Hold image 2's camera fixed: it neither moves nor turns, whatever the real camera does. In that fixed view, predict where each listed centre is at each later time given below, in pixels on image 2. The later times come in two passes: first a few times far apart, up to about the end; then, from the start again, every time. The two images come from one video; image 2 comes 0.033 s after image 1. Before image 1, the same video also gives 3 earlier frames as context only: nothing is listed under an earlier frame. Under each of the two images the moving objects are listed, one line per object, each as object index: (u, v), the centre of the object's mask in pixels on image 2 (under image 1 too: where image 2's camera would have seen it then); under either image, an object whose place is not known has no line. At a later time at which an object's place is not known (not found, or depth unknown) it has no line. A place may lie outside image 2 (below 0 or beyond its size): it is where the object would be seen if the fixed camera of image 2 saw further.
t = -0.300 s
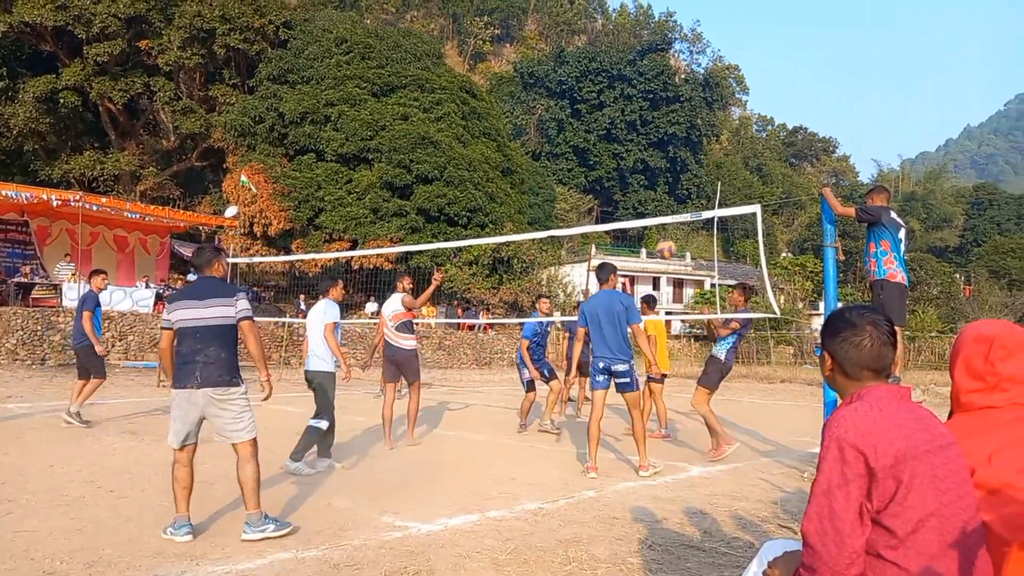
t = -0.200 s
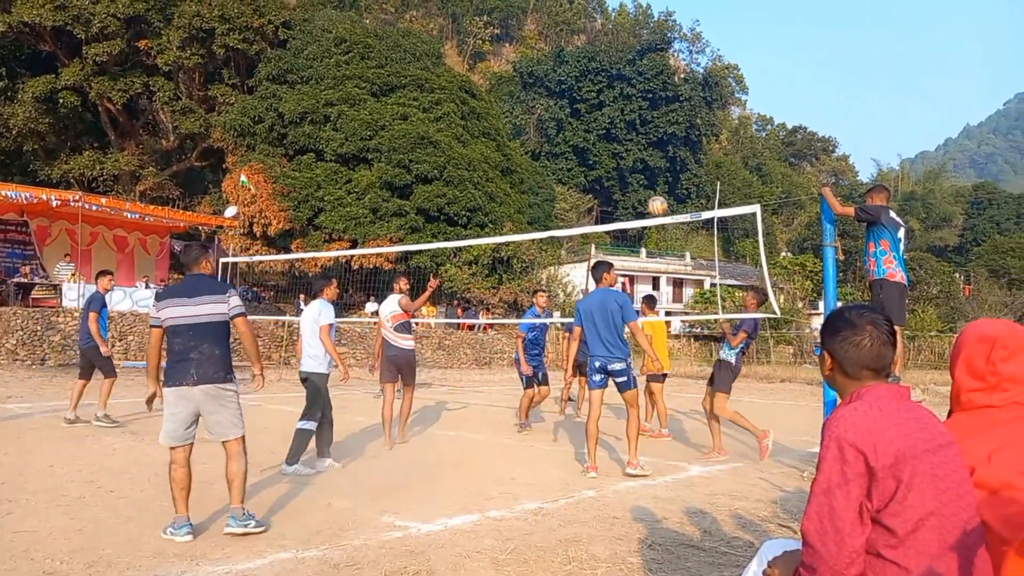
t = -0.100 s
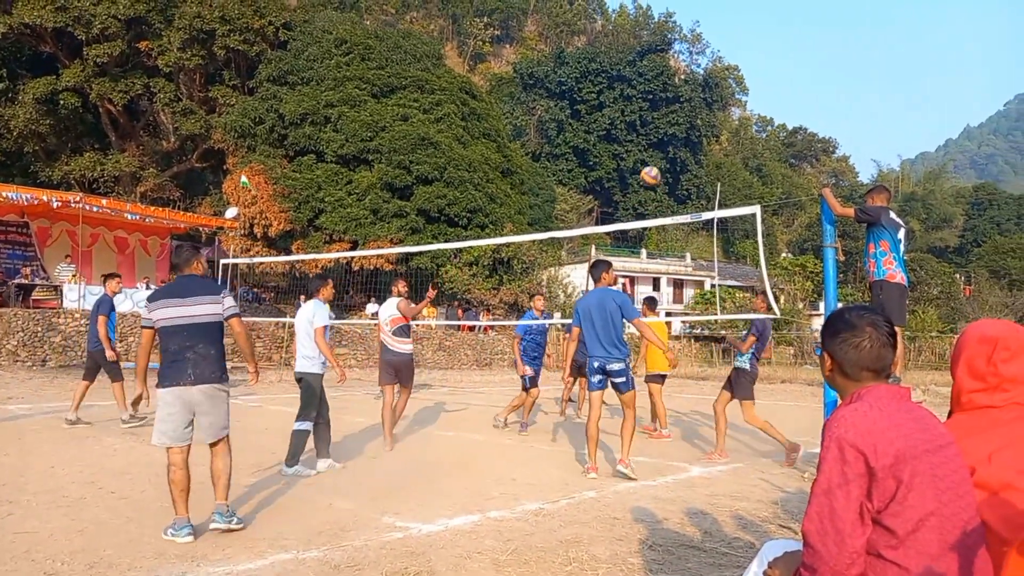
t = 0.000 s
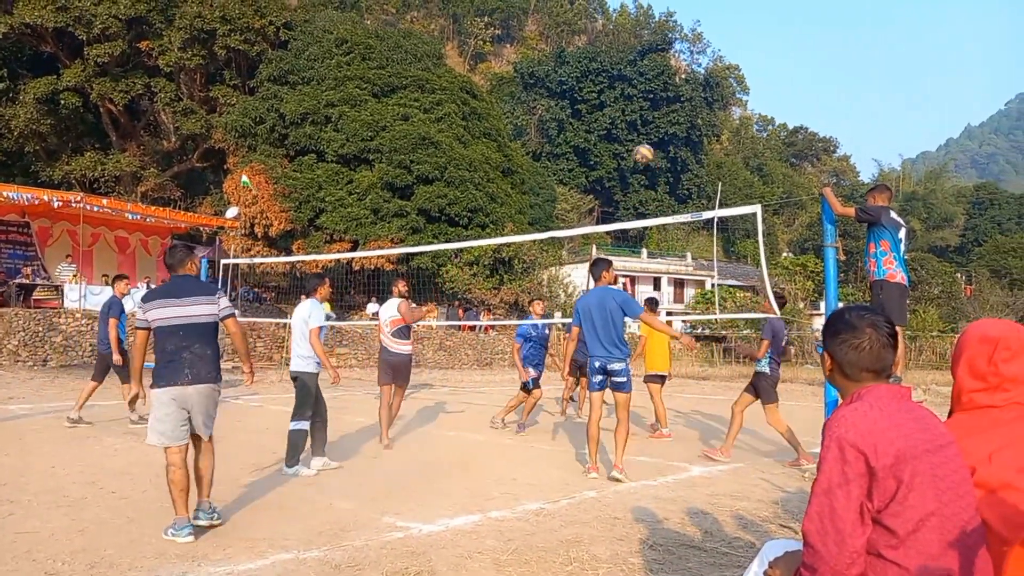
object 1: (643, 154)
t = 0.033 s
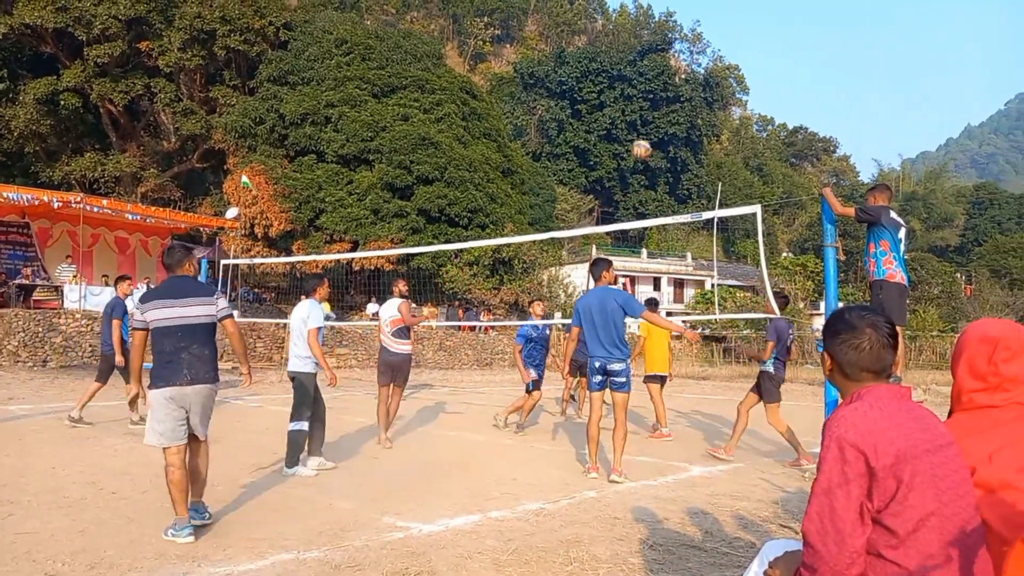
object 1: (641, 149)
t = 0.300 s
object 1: (624, 145)
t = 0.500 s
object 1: (613, 179)
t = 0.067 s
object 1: (639, 145)
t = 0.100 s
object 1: (637, 143)
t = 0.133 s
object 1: (635, 141)
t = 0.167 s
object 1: (633, 140)
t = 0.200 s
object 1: (630, 140)
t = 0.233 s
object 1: (628, 140)
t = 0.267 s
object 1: (626, 142)
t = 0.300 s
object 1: (624, 145)
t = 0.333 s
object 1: (622, 149)
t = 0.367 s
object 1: (620, 153)
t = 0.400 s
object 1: (619, 158)
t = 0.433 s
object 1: (617, 164)
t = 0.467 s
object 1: (615, 172)
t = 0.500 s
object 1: (613, 179)
